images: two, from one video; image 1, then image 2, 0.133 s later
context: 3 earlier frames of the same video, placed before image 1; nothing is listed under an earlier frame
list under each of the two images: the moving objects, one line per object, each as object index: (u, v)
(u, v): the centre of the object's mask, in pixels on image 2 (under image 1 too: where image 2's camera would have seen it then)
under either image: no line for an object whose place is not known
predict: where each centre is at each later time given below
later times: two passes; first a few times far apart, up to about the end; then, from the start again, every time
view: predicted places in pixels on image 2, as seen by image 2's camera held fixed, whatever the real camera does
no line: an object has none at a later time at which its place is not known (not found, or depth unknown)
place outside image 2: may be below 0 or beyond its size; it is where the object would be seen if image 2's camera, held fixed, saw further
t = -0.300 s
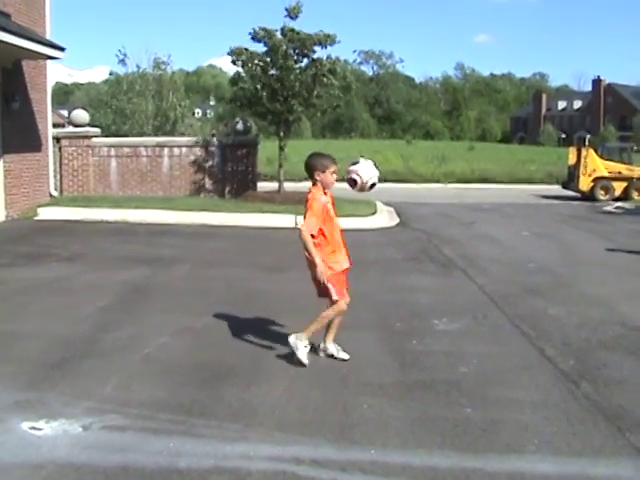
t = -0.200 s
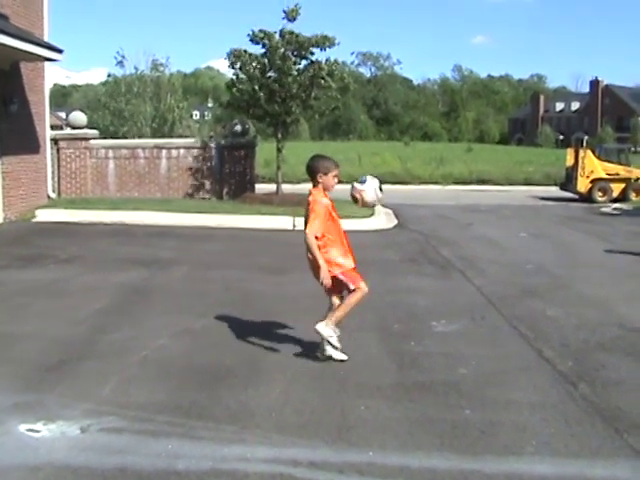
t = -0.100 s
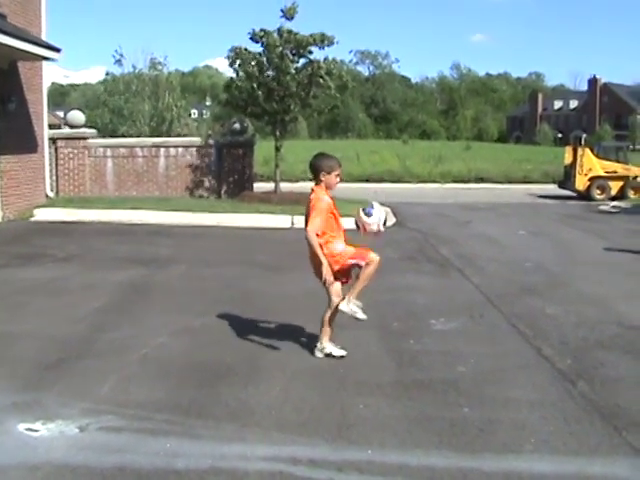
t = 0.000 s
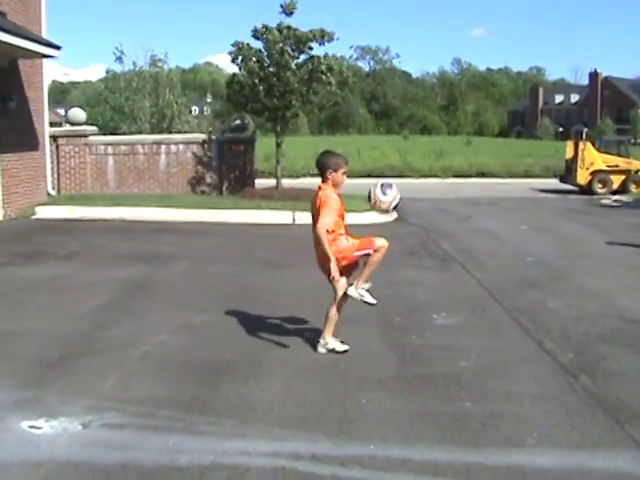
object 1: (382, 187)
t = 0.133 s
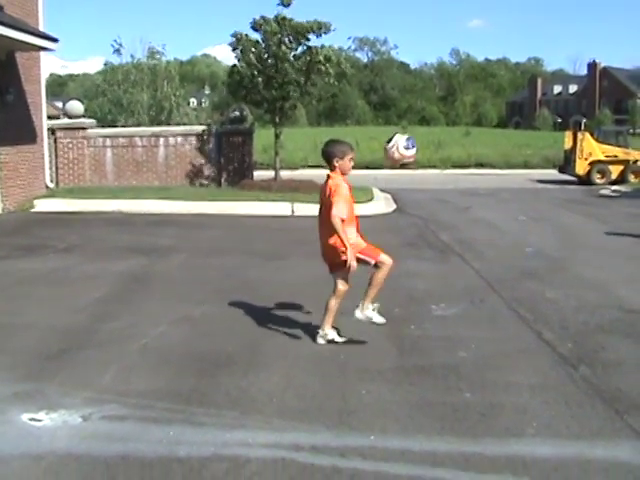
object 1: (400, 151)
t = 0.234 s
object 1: (413, 139)
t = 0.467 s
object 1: (442, 178)
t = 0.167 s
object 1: (404, 144)
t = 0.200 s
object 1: (408, 141)
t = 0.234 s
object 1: (413, 139)
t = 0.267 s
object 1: (417, 140)
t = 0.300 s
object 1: (420, 141)
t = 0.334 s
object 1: (425, 145)
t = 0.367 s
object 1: (429, 151)
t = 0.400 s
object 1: (434, 158)
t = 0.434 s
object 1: (437, 168)
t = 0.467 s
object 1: (442, 178)
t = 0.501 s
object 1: (446, 191)
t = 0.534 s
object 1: (451, 205)
